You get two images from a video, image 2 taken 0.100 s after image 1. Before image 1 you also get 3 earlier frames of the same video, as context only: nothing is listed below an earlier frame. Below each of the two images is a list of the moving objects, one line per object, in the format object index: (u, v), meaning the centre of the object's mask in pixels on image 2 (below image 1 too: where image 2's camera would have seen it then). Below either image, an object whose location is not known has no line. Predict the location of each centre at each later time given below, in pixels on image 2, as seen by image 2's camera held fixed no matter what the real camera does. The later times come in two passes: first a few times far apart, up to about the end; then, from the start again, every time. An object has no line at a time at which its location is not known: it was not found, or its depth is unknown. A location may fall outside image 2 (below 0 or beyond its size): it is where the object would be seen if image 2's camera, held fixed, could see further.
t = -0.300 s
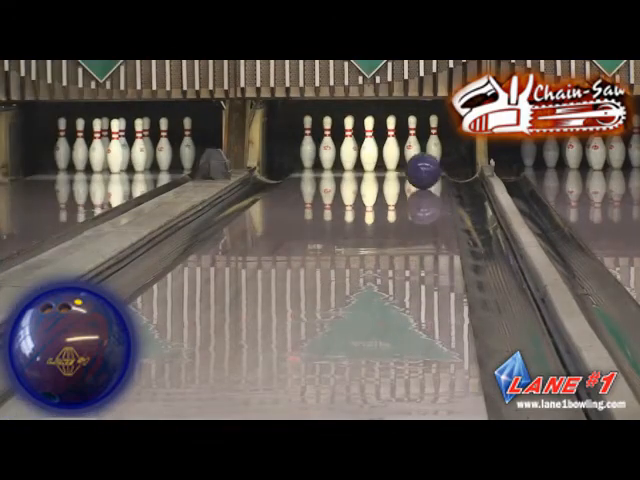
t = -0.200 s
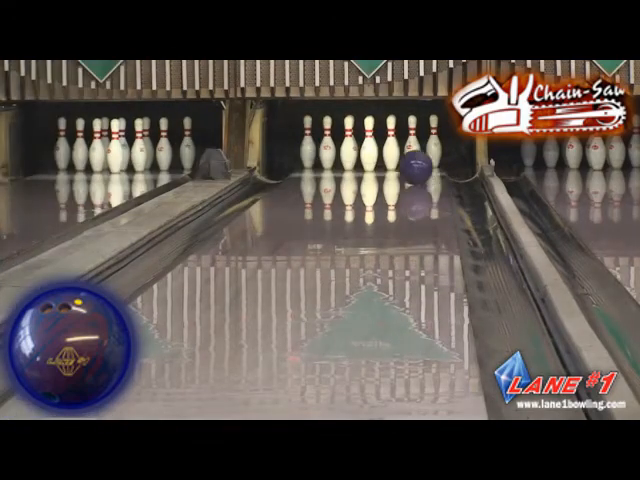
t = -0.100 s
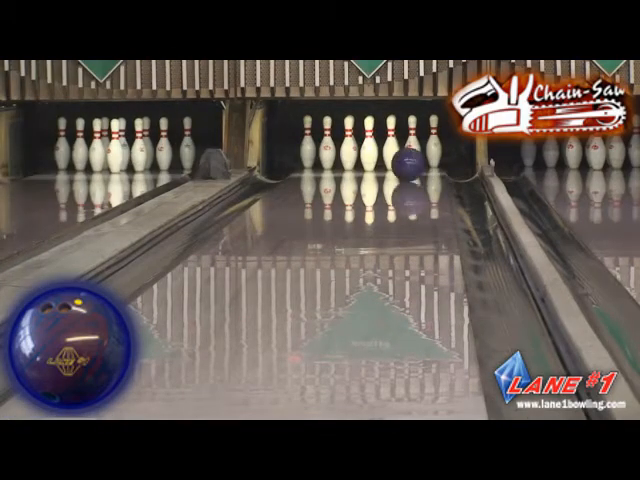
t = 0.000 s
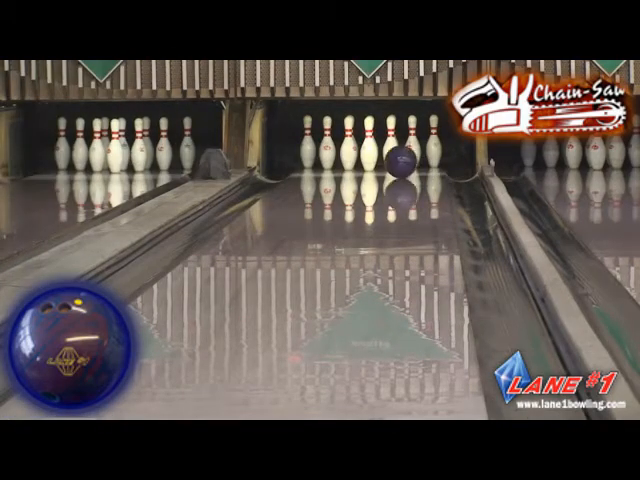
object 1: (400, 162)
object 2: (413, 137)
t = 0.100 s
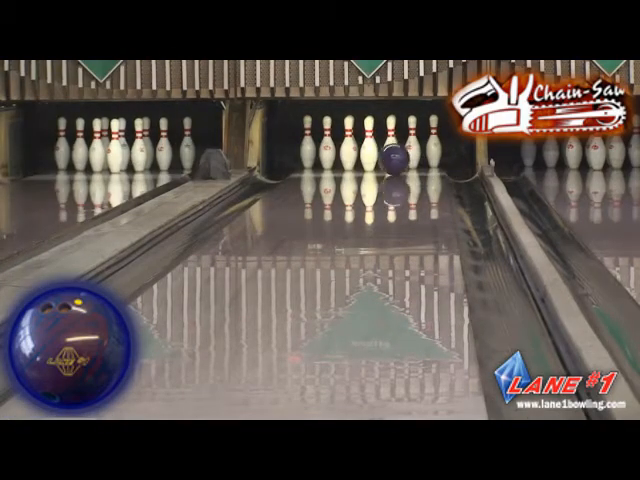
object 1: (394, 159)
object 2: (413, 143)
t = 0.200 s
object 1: (388, 156)
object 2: (412, 144)
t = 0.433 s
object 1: (393, 152)
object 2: (451, 150)
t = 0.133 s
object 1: (392, 158)
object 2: (413, 144)
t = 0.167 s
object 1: (390, 157)
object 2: (412, 144)
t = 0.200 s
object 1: (388, 156)
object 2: (412, 144)
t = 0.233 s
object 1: (389, 156)
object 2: (412, 144)
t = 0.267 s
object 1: (391, 155)
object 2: (412, 144)
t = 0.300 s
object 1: (392, 154)
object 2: (413, 143)
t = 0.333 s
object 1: (393, 154)
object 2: (416, 144)
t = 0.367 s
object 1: (392, 154)
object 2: (424, 141)
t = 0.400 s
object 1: (393, 154)
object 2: (439, 148)
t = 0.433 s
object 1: (393, 152)
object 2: (451, 150)
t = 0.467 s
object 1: (395, 154)
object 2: (445, 154)
